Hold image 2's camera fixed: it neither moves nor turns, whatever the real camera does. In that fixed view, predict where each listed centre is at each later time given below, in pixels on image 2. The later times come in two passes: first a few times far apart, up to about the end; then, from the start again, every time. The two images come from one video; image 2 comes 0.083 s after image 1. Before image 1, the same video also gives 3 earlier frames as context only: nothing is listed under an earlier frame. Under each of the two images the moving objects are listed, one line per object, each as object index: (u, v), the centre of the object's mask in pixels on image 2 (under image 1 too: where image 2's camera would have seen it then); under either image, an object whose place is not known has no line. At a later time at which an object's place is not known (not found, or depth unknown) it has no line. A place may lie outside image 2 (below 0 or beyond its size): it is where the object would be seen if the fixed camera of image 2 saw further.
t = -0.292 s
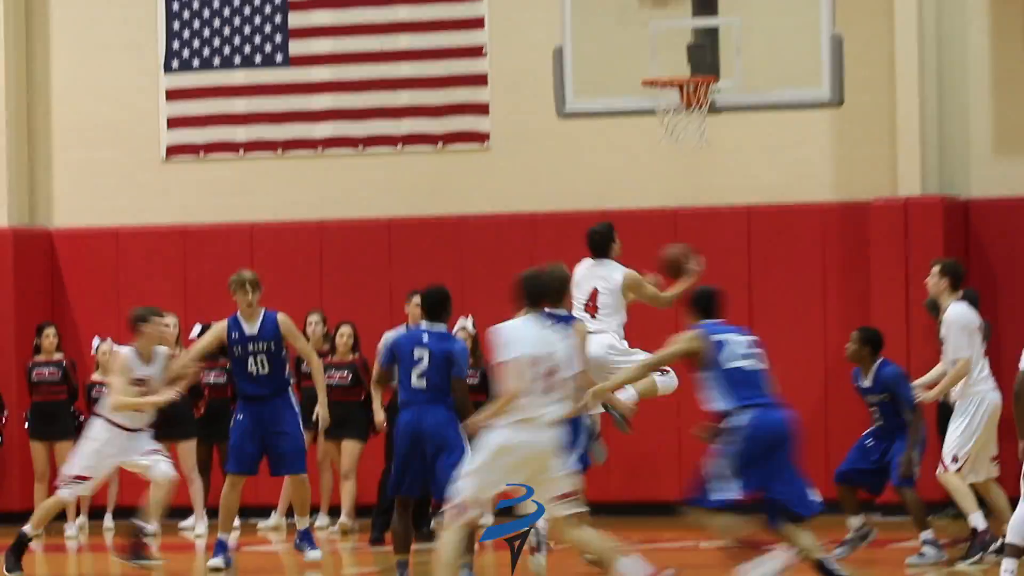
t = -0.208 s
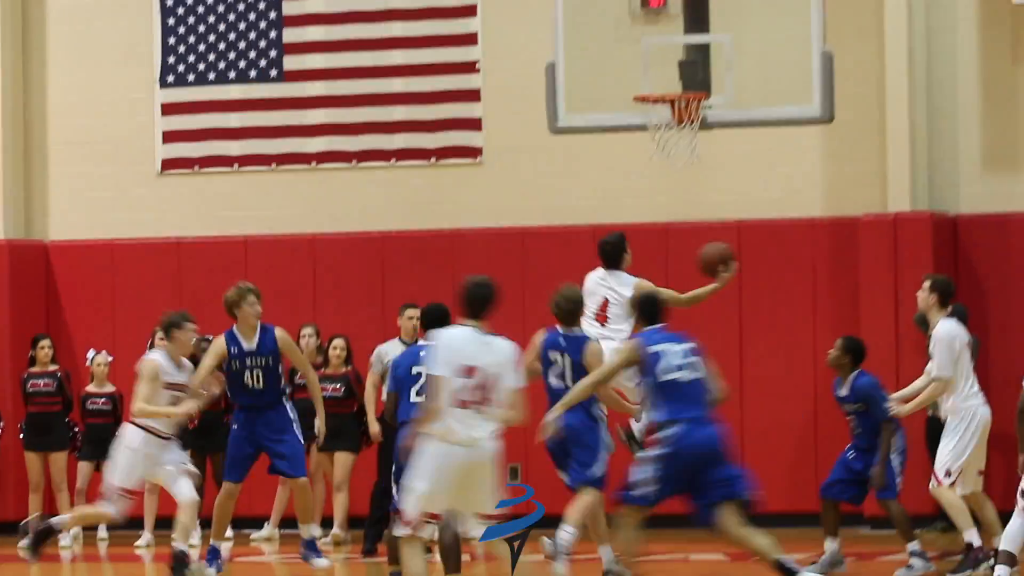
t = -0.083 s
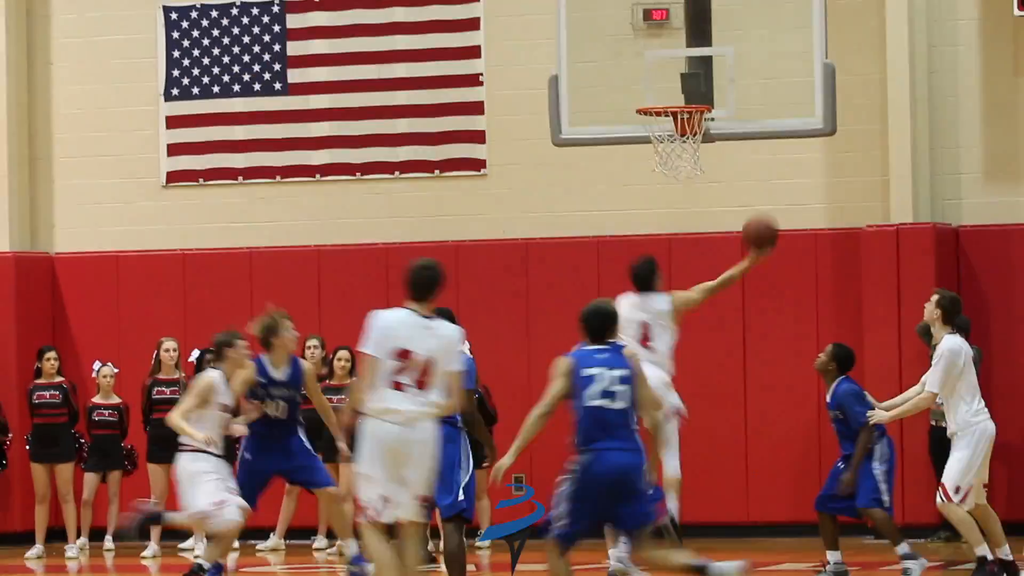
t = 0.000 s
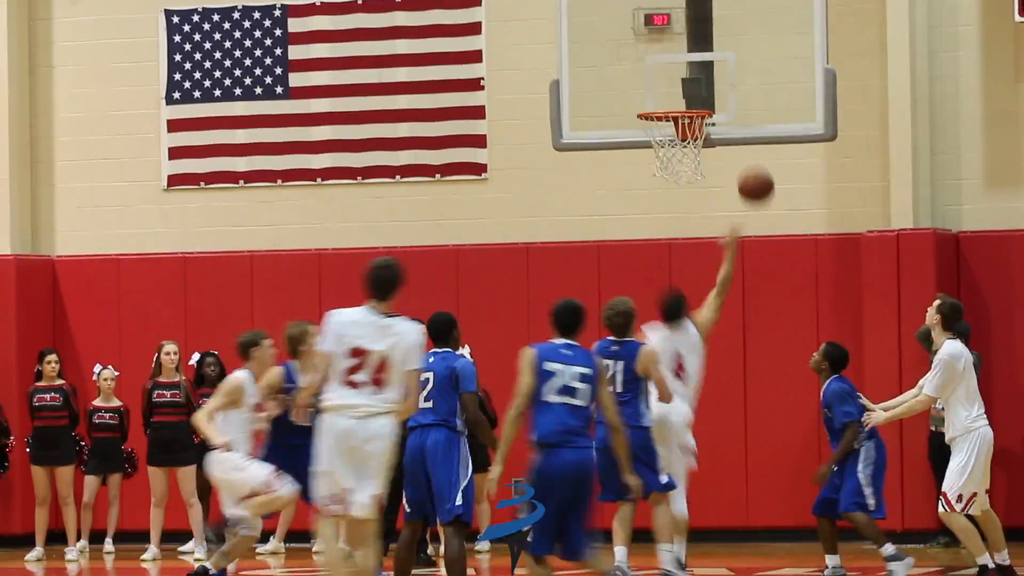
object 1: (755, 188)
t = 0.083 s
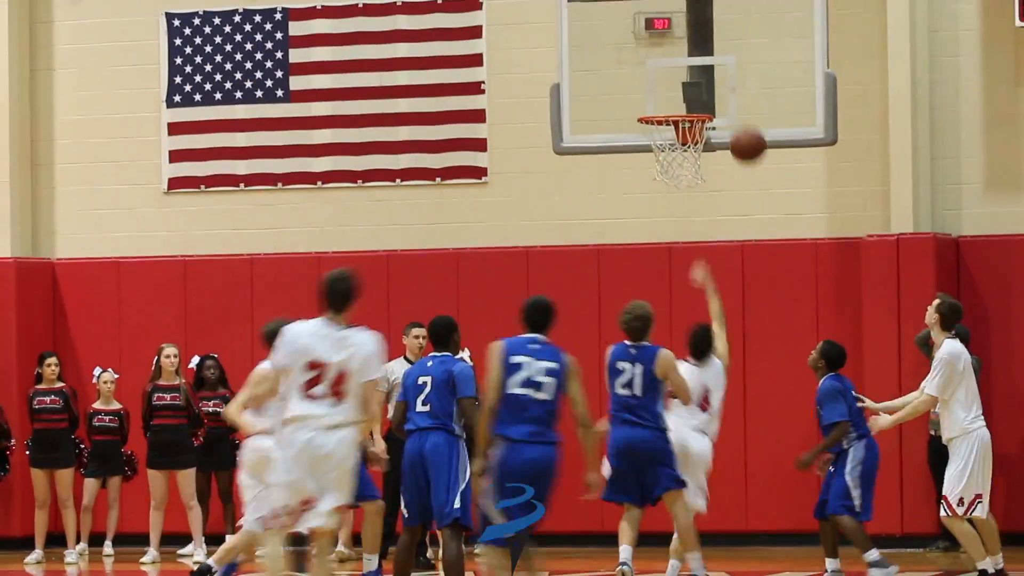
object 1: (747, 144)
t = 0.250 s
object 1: (733, 86)
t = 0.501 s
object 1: (701, 81)
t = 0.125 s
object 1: (743, 125)
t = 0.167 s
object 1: (740, 110)
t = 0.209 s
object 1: (736, 97)
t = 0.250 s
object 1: (733, 86)
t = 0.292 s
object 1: (729, 78)
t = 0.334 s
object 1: (725, 74)
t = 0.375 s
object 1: (720, 71)
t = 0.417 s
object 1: (714, 71)
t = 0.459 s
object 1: (708, 75)
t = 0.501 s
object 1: (701, 81)
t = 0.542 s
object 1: (695, 90)
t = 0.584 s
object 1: (690, 102)
